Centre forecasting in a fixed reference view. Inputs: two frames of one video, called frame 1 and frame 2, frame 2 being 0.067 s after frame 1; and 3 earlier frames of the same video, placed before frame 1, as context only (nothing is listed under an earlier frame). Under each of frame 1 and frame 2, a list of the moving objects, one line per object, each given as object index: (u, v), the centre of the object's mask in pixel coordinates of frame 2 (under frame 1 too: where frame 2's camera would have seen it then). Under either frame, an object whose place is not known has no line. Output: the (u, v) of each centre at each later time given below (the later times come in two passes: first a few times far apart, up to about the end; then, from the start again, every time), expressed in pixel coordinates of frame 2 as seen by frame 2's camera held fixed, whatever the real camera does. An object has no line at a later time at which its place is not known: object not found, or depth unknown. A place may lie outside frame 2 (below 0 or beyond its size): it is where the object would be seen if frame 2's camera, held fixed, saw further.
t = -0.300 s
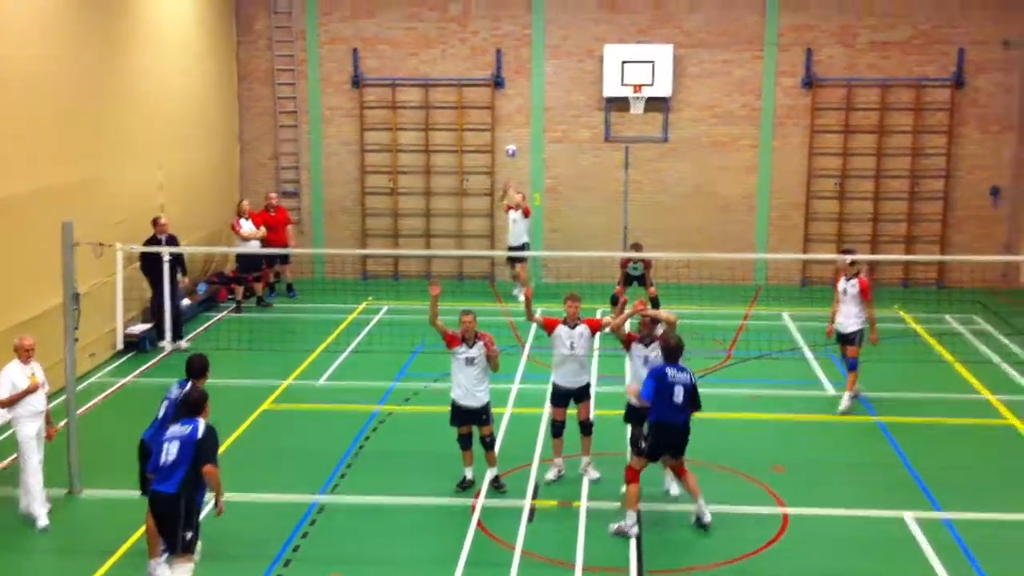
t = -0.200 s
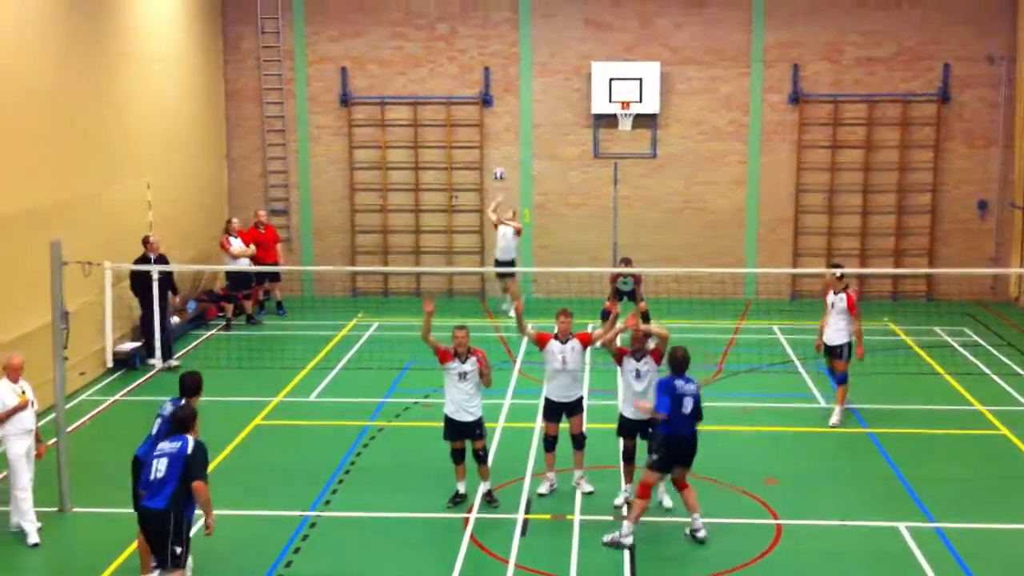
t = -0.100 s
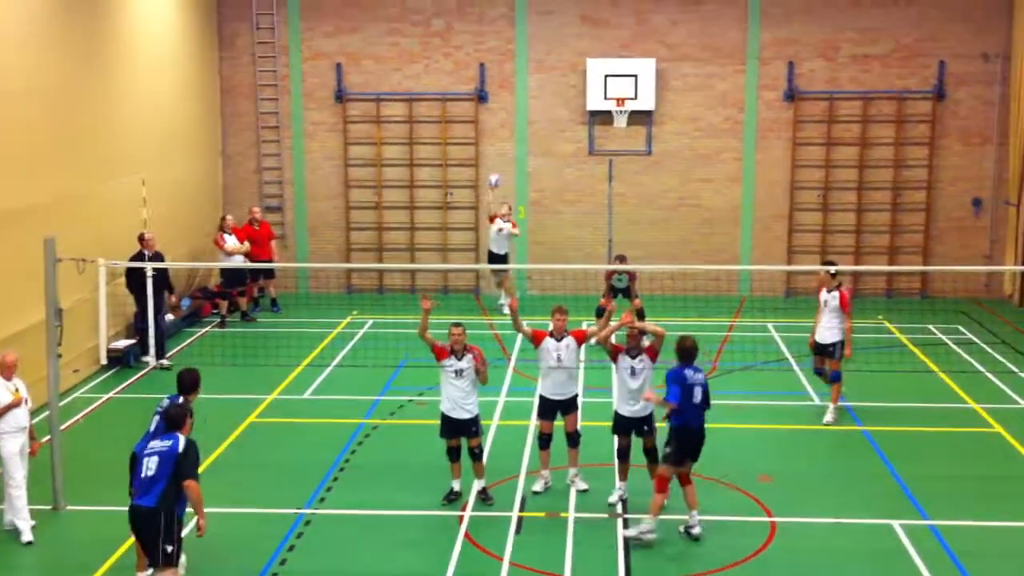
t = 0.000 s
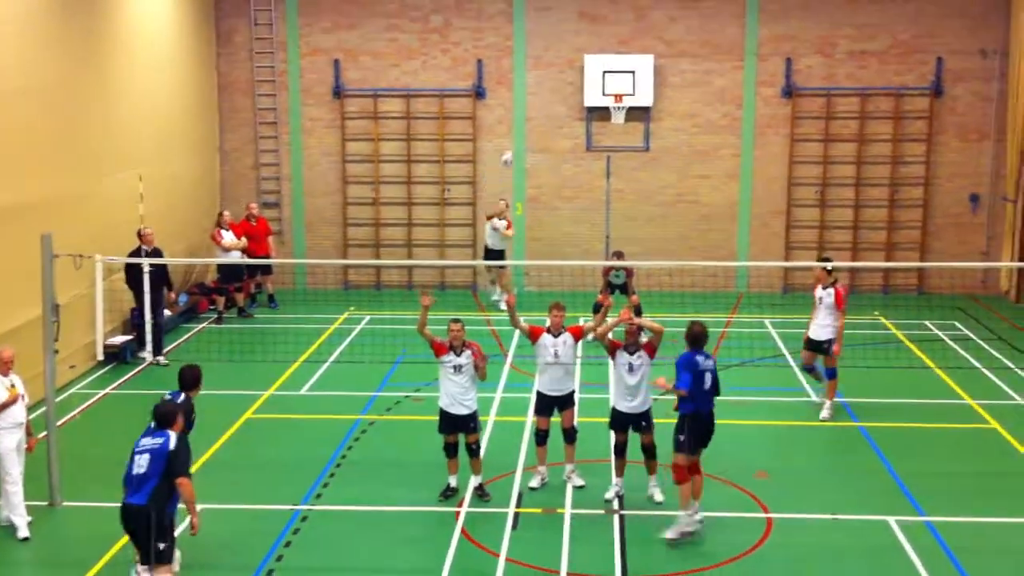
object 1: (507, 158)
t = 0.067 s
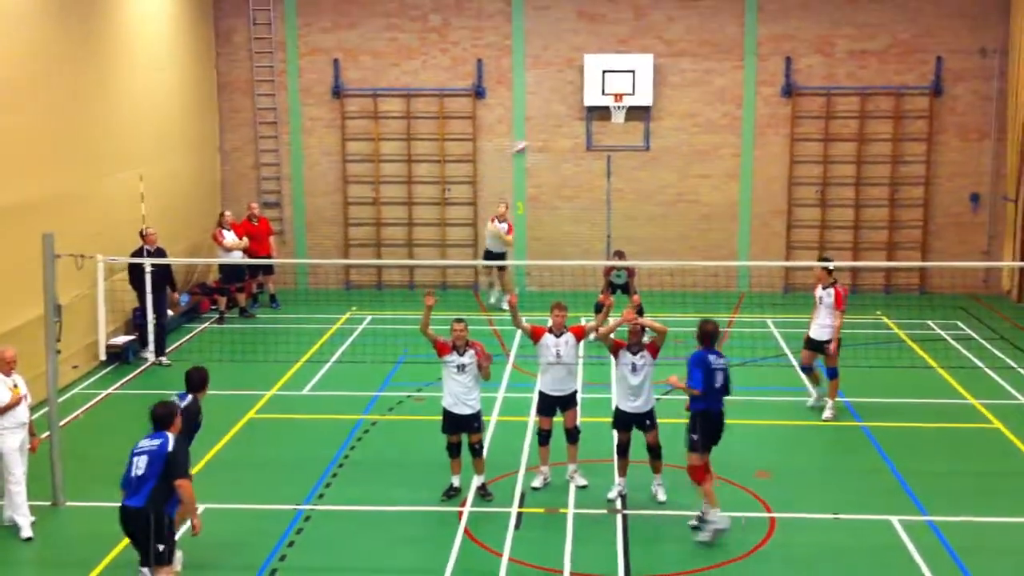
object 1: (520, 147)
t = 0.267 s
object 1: (562, 128)
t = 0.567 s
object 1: (663, 153)
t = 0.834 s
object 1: (823, 291)
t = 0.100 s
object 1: (527, 142)
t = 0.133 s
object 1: (533, 139)
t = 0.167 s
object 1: (540, 136)
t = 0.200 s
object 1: (547, 133)
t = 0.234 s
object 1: (554, 130)
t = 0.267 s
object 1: (562, 128)
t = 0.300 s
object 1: (570, 127)
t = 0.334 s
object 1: (580, 127)
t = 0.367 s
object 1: (588, 127)
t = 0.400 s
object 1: (598, 129)
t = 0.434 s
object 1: (610, 131)
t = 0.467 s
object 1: (623, 135)
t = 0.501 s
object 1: (637, 140)
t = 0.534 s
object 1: (649, 145)
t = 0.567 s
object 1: (663, 153)
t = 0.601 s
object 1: (679, 161)
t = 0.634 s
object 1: (695, 172)
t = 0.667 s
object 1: (713, 185)
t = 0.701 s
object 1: (732, 200)
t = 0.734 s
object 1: (753, 218)
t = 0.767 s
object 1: (774, 237)
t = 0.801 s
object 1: (799, 263)
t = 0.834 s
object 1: (823, 291)
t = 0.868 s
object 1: (852, 322)
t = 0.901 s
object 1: (885, 360)
